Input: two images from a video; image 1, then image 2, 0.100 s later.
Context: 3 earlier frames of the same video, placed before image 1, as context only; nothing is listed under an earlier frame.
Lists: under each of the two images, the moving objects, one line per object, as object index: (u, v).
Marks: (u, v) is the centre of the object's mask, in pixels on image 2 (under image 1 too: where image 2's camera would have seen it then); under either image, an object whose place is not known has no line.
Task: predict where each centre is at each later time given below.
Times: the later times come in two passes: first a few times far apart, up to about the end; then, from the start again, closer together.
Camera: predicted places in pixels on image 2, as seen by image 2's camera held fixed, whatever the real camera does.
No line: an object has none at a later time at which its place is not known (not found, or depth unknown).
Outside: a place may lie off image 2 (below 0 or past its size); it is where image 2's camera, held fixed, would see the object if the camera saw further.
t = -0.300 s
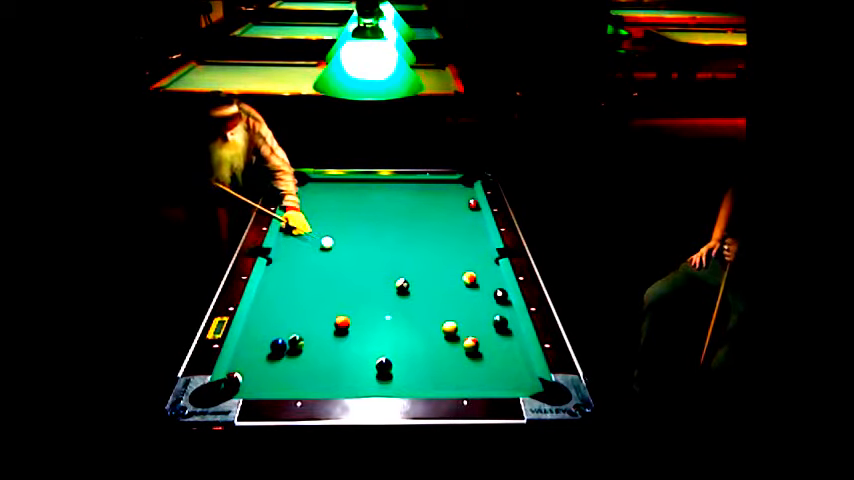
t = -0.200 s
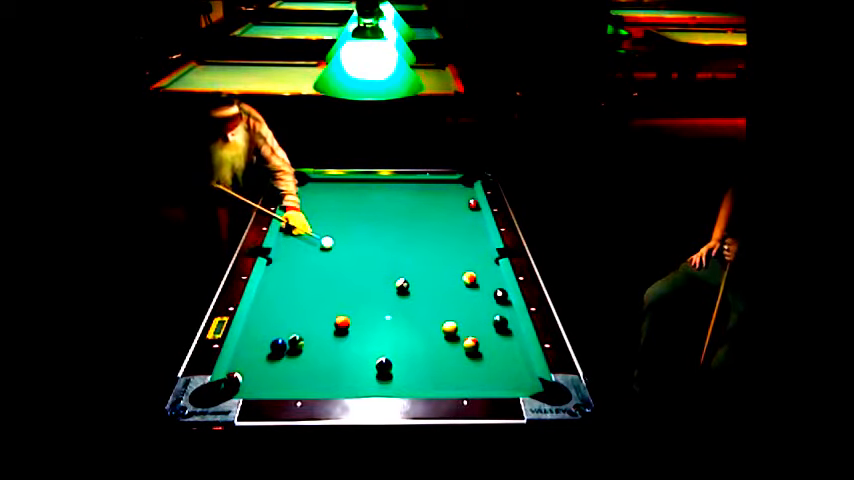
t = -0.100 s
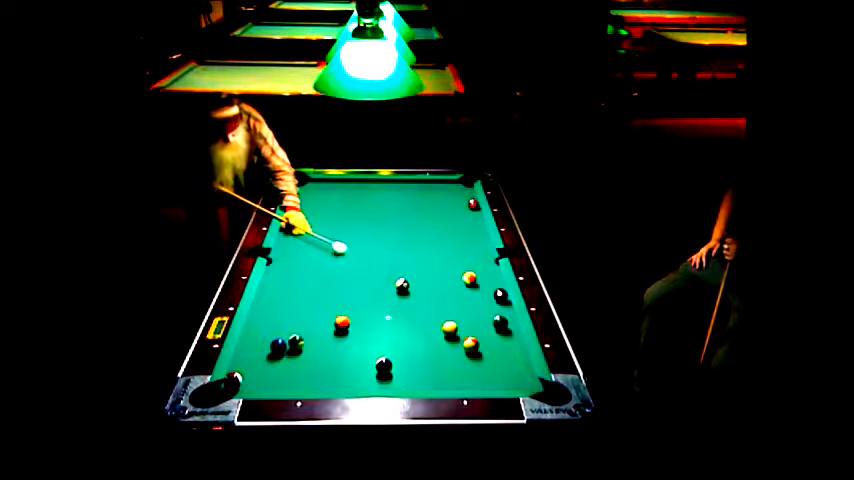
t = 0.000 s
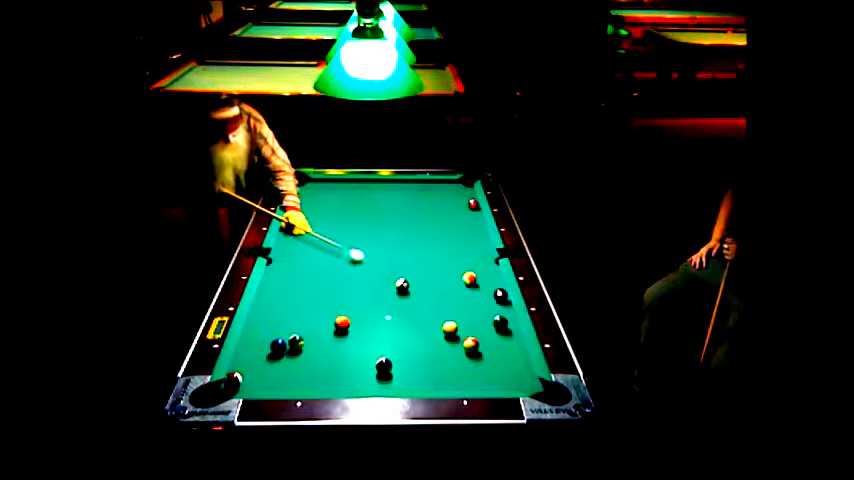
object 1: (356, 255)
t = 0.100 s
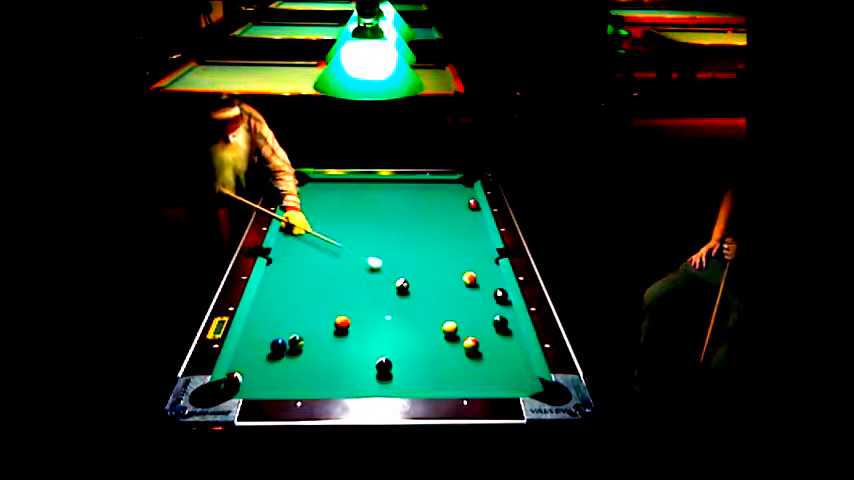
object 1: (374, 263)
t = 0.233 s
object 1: (398, 272)
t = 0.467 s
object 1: (445, 294)
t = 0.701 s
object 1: (492, 313)
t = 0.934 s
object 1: (504, 315)
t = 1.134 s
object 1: (494, 316)
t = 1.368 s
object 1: (483, 317)
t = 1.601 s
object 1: (473, 318)
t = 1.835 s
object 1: (464, 319)
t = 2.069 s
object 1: (458, 319)
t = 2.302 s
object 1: (453, 319)
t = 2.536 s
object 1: (450, 319)
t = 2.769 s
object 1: (448, 318)
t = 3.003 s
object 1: (448, 318)
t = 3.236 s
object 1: (448, 318)
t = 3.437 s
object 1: (448, 318)
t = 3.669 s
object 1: (448, 318)
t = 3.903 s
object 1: (448, 318)
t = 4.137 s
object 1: (449, 318)
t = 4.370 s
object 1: (449, 319)
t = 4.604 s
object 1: (449, 318)
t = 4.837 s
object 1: (449, 319)
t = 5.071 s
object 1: (449, 319)
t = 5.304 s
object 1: (449, 318)
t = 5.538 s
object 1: (449, 318)
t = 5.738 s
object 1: (449, 318)
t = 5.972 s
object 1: (449, 318)
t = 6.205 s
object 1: (449, 318)
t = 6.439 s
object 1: (449, 318)
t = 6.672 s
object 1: (449, 318)
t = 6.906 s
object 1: (449, 318)
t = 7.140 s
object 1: (449, 318)
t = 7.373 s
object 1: (449, 318)
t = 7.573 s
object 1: (449, 318)
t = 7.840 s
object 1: (449, 318)
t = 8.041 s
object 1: (449, 318)
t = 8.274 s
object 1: (449, 318)
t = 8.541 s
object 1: (449, 318)
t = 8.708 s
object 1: (449, 318)
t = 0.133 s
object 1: (380, 265)
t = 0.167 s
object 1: (386, 268)
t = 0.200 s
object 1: (392, 271)
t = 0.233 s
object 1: (398, 272)
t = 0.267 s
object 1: (406, 275)
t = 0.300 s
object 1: (412, 279)
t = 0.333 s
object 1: (418, 282)
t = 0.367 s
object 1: (425, 285)
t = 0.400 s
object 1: (431, 288)
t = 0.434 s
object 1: (438, 291)
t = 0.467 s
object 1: (445, 294)
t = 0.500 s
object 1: (452, 297)
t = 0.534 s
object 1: (459, 300)
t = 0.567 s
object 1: (466, 303)
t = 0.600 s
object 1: (472, 306)
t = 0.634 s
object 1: (480, 310)
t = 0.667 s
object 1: (487, 313)
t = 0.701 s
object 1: (492, 313)
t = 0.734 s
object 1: (496, 314)
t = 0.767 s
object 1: (499, 314)
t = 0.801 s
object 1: (503, 314)
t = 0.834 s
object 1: (507, 315)
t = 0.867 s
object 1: (507, 315)
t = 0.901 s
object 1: (506, 315)
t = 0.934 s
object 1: (504, 315)
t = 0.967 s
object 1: (502, 315)
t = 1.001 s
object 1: (500, 315)
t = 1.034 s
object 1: (499, 316)
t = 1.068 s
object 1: (497, 316)
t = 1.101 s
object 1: (495, 316)
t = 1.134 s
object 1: (494, 316)
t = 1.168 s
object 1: (492, 316)
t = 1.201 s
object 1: (490, 316)
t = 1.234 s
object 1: (489, 316)
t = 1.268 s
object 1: (487, 316)
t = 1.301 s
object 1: (486, 316)
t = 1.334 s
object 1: (484, 317)
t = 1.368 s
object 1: (483, 317)
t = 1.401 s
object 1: (481, 317)
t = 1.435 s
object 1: (480, 317)
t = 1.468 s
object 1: (478, 318)
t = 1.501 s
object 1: (477, 318)
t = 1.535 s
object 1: (476, 318)
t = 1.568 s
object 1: (474, 318)
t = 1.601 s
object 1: (473, 318)
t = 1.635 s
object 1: (471, 318)
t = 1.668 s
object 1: (470, 318)
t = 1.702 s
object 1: (469, 318)
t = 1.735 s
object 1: (468, 318)
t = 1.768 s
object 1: (467, 319)
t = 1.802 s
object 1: (465, 319)
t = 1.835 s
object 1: (464, 319)
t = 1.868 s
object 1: (463, 320)
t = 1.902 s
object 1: (462, 320)
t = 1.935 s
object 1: (461, 320)
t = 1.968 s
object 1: (460, 319)
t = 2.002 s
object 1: (460, 320)
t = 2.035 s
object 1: (459, 319)
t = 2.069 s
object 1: (458, 319)
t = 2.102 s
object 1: (457, 319)
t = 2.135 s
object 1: (456, 319)
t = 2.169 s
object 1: (456, 319)
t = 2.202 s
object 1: (455, 319)
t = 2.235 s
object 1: (454, 319)
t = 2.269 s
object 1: (454, 319)
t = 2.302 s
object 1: (453, 319)
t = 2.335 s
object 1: (453, 319)
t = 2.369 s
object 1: (452, 319)
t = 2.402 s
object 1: (452, 319)
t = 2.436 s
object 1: (451, 319)
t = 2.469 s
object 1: (451, 318)
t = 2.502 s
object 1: (450, 319)
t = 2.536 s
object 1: (450, 319)
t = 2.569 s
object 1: (450, 318)
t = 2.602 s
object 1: (449, 319)
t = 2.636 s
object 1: (449, 319)
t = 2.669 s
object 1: (449, 318)
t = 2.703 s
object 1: (449, 318)
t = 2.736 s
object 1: (448, 318)
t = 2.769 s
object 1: (448, 318)
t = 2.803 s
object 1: (448, 318)
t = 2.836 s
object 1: (448, 319)
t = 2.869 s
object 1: (448, 318)
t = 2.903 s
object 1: (448, 318)
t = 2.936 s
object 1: (448, 318)
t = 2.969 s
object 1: (448, 318)
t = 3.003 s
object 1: (448, 318)
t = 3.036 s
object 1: (448, 318)
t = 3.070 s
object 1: (448, 318)
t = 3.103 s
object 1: (448, 318)
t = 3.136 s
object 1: (448, 318)
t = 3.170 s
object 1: (448, 318)
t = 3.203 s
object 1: (448, 318)
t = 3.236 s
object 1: (448, 318)
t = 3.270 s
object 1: (448, 318)
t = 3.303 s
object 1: (448, 318)
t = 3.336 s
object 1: (449, 318)
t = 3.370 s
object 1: (449, 318)
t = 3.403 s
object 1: (448, 318)
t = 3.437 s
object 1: (448, 318)
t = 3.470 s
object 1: (449, 318)
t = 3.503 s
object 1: (448, 318)
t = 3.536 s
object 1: (448, 318)
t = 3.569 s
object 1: (448, 318)
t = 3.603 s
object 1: (448, 318)
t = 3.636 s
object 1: (448, 318)
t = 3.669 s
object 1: (448, 318)
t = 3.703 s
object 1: (448, 318)
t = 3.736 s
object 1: (448, 318)
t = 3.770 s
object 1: (448, 318)
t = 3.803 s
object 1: (448, 318)
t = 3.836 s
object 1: (448, 318)
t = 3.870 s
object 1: (449, 319)
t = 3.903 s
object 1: (448, 318)
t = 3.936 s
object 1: (449, 318)
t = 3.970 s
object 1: (449, 319)
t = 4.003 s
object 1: (448, 318)
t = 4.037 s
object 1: (448, 319)
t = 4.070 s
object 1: (449, 318)
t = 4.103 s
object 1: (449, 319)
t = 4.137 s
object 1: (449, 318)
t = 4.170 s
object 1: (449, 318)
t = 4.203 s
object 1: (449, 318)
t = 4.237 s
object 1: (449, 319)
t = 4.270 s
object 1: (449, 318)
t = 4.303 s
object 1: (449, 319)
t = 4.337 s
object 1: (449, 319)
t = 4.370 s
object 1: (449, 319)
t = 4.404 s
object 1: (449, 319)
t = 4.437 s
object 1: (449, 319)
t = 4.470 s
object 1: (449, 319)
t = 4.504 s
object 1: (448, 318)
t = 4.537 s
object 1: (449, 319)
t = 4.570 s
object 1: (449, 319)
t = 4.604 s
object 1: (449, 318)
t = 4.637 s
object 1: (449, 318)
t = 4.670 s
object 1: (449, 318)
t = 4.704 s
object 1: (449, 319)
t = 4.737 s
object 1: (449, 319)
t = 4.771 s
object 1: (448, 318)
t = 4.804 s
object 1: (449, 319)
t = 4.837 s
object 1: (449, 319)
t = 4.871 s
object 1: (449, 319)
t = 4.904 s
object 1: (449, 318)
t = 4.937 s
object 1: (449, 319)
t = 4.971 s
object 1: (449, 318)
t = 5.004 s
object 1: (449, 319)
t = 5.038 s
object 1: (449, 318)
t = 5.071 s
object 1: (449, 319)
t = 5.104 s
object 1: (449, 319)
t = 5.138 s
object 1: (449, 318)
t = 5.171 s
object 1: (449, 318)
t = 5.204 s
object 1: (449, 318)
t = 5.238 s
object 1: (449, 318)
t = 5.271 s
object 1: (449, 318)
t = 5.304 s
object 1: (449, 318)
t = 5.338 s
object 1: (449, 318)
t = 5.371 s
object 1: (449, 318)
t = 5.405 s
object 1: (449, 318)
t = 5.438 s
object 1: (449, 318)
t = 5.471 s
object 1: (449, 318)
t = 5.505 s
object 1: (449, 318)
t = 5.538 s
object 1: (449, 318)
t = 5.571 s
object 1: (449, 318)
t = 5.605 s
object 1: (449, 318)
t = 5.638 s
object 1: (449, 318)
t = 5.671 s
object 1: (449, 318)
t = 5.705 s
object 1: (449, 318)
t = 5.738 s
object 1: (449, 318)
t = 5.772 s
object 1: (449, 318)
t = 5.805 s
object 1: (449, 318)
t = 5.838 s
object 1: (449, 318)
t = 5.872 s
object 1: (449, 318)
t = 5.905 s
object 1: (449, 318)
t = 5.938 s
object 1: (449, 318)
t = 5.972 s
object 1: (449, 318)
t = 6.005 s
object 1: (449, 318)
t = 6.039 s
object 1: (449, 318)
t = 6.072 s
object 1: (449, 318)
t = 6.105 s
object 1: (449, 318)
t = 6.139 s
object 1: (449, 318)
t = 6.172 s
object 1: (449, 318)
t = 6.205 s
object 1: (449, 318)
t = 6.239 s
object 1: (449, 318)
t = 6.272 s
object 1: (449, 318)
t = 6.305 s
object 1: (449, 318)
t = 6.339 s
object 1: (449, 318)
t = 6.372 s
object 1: (449, 318)
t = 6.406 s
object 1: (449, 318)
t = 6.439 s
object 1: (449, 318)
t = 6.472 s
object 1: (449, 318)
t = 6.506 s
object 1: (449, 318)
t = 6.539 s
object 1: (449, 318)
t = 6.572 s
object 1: (449, 318)
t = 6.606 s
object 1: (449, 318)
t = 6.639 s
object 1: (449, 318)
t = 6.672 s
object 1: (449, 318)
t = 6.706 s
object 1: (449, 318)
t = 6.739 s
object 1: (449, 318)
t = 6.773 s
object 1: (449, 318)
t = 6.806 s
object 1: (449, 318)
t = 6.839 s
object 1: (449, 318)
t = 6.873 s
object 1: (449, 318)
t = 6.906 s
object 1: (449, 318)
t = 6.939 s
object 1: (449, 318)
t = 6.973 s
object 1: (449, 318)
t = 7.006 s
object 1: (449, 318)
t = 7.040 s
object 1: (449, 318)
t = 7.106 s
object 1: (449, 318)
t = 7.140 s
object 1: (449, 318)
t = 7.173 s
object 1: (449, 318)
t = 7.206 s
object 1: (449, 318)
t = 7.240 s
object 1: (449, 318)
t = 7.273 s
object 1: (449, 318)
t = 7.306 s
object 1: (449, 318)
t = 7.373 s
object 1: (449, 318)
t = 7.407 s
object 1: (449, 318)
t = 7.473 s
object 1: (449, 318)
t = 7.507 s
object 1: (449, 318)
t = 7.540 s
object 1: (449, 318)
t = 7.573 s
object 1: (449, 318)
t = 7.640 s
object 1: (449, 318)
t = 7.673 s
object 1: (449, 318)
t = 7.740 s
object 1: (449, 318)
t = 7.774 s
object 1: (449, 318)
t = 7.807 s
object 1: (449, 318)
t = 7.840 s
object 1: (449, 318)
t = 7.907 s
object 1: (449, 318)
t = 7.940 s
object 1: (449, 318)
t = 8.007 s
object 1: (449, 318)
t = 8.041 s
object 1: (449, 318)
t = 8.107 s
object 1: (449, 318)
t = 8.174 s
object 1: (449, 318)
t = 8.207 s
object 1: (449, 318)
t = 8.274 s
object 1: (449, 318)
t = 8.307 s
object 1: (449, 318)
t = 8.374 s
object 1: (449, 318)
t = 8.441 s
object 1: (449, 318)
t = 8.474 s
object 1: (449, 318)
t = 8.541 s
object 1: (449, 318)
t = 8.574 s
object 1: (448, 318)
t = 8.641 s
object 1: (449, 318)
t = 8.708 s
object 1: (449, 318)
